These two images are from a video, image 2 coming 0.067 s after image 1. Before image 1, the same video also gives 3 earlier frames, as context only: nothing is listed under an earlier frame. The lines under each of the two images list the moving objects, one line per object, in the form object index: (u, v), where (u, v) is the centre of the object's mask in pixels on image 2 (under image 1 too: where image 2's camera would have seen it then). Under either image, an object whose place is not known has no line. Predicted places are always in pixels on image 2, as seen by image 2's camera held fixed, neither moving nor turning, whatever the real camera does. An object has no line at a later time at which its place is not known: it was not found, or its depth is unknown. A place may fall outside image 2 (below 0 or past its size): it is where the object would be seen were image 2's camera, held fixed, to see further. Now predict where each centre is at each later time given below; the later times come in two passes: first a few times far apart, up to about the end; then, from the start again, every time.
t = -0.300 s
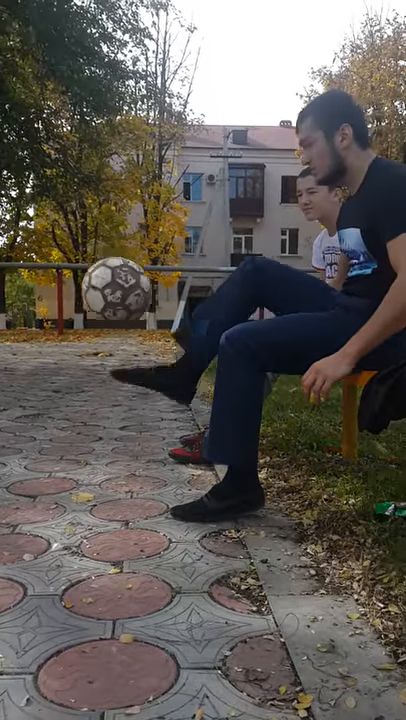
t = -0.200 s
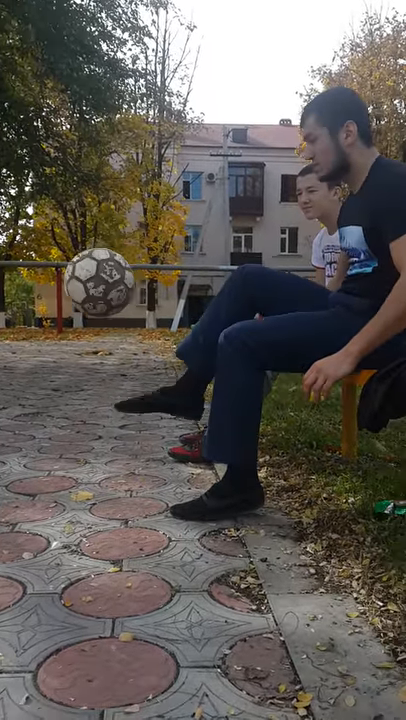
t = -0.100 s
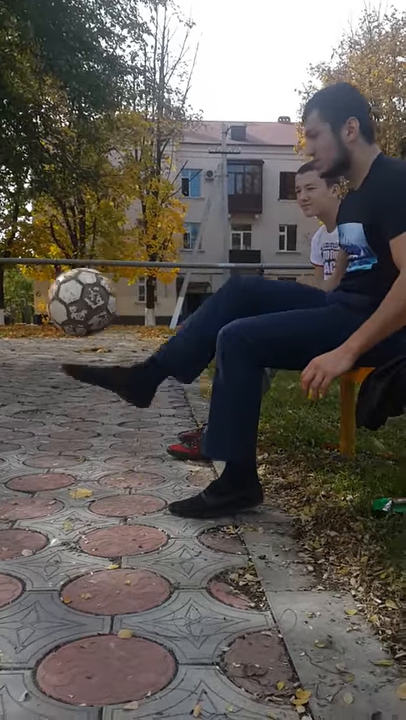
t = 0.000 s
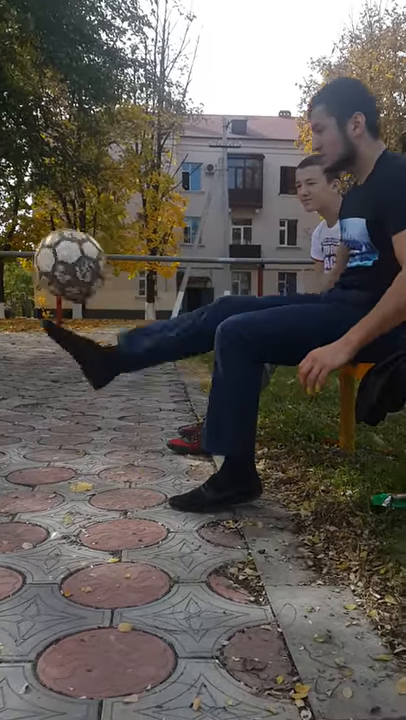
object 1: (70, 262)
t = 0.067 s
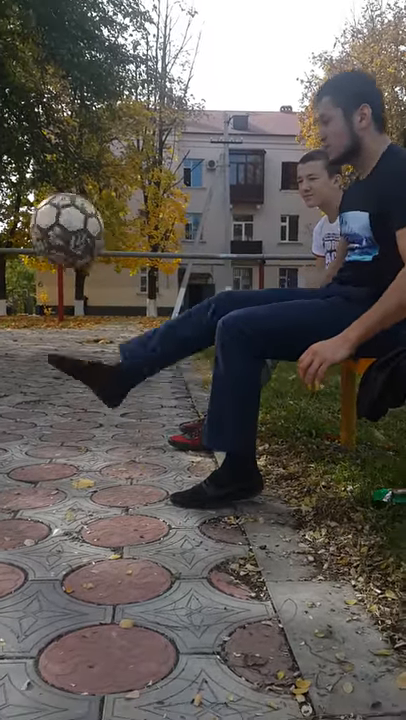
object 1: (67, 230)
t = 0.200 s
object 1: (58, 209)
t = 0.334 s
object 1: (50, 244)
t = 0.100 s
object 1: (64, 219)
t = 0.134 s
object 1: (62, 211)
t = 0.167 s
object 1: (59, 208)
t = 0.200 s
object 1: (58, 209)
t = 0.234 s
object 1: (57, 211)
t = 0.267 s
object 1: (54, 218)
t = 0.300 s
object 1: (51, 229)
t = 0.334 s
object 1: (50, 244)
